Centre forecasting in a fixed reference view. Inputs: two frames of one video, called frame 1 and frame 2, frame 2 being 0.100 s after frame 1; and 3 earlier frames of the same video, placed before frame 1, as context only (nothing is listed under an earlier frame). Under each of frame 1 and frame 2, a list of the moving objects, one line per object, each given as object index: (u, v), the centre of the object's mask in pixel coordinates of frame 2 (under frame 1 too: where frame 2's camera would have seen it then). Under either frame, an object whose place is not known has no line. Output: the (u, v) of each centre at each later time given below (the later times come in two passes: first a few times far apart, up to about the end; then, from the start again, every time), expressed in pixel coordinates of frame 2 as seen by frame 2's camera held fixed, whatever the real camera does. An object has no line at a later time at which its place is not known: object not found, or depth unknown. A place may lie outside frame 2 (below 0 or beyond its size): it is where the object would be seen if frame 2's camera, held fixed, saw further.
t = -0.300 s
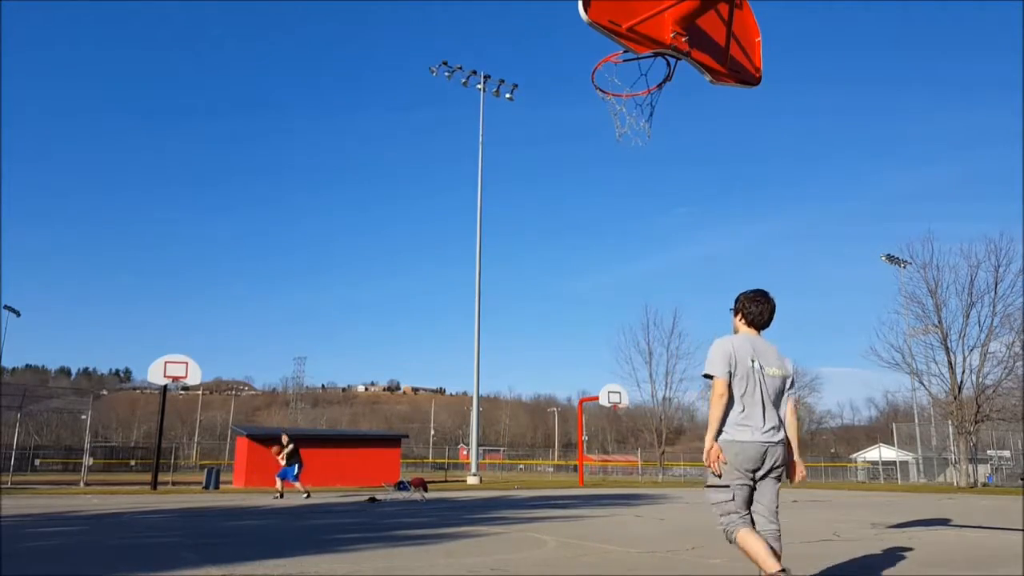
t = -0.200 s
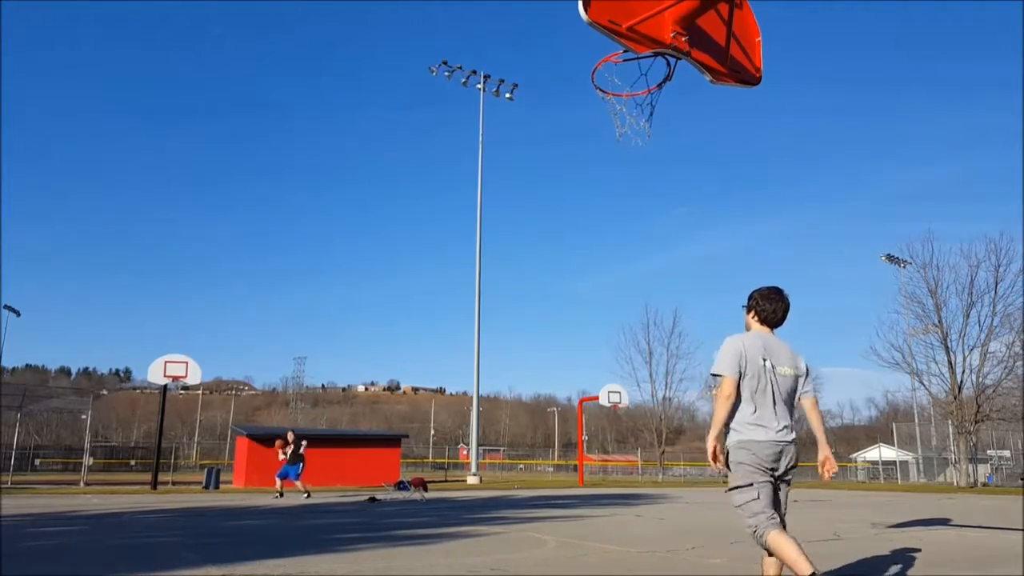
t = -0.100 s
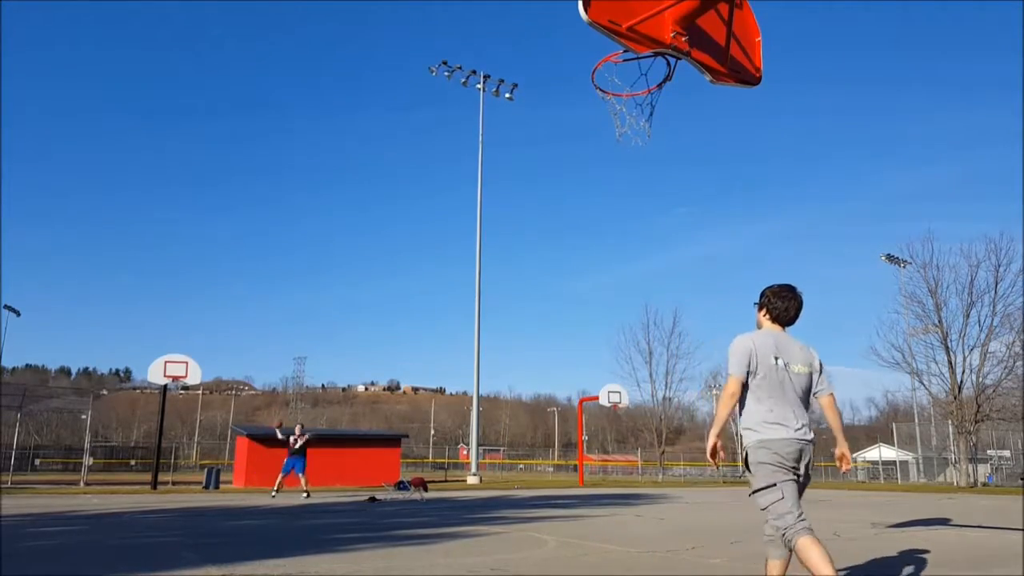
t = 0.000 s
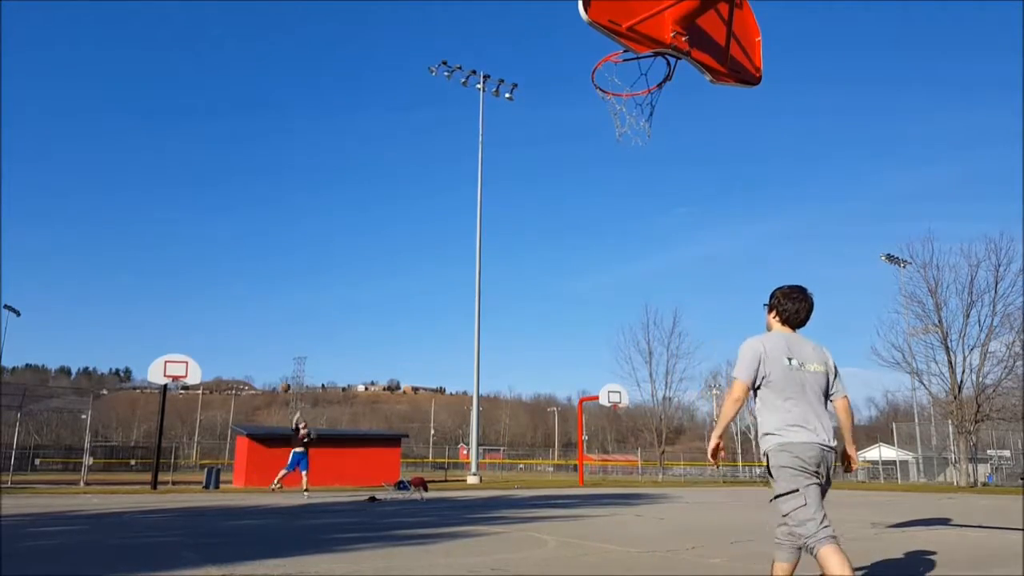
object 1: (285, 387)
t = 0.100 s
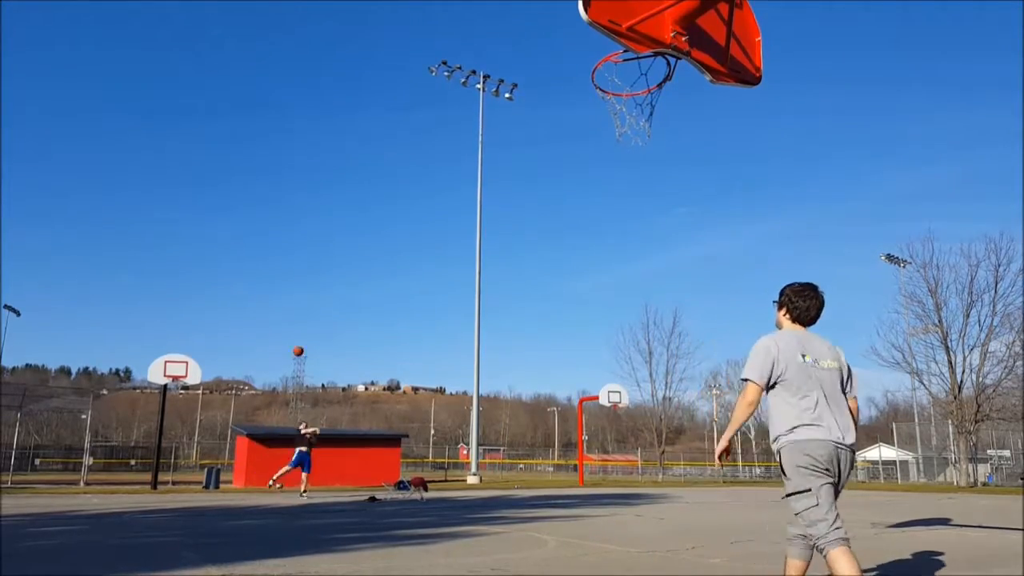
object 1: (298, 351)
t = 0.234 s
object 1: (315, 305)
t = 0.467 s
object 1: (345, 230)
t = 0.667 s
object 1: (372, 174)
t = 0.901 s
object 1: (408, 117)
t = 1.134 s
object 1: (454, 74)
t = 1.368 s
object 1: (525, 54)
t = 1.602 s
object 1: (652, 80)
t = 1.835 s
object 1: (617, 141)
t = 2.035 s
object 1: (581, 266)
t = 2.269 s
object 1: (540, 506)
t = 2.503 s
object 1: (513, 430)
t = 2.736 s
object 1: (493, 325)
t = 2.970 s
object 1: (474, 303)
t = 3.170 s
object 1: (459, 340)
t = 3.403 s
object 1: (440, 446)
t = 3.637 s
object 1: (422, 503)
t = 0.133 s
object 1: (302, 339)
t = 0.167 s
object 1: (307, 327)
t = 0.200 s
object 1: (311, 316)
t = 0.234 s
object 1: (315, 305)
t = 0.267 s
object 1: (319, 293)
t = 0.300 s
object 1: (324, 283)
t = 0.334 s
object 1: (328, 272)
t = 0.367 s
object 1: (332, 261)
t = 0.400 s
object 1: (337, 251)
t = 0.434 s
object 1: (341, 241)
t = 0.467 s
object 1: (345, 230)
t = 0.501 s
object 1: (350, 221)
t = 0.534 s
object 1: (354, 211)
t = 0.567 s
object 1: (358, 201)
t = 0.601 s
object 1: (364, 192)
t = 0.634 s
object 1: (368, 183)
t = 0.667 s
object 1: (372, 174)
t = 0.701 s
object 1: (377, 165)
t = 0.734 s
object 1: (382, 156)
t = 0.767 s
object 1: (387, 148)
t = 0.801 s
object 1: (392, 140)
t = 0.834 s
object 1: (397, 132)
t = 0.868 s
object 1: (403, 124)
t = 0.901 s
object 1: (408, 117)
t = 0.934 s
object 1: (415, 110)
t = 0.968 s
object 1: (420, 103)
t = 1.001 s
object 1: (426, 96)
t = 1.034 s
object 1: (433, 90)
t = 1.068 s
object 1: (439, 84)
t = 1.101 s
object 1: (446, 79)
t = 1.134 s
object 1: (454, 74)
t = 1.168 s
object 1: (463, 69)
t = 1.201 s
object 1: (471, 65)
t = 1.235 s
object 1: (480, 62)
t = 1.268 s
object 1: (490, 59)
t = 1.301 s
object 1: (501, 57)
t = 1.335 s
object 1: (513, 55)
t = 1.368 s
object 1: (525, 54)
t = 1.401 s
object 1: (539, 54)
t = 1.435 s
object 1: (553, 55)
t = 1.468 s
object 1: (570, 58)
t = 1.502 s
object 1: (588, 62)
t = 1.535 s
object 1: (608, 68)
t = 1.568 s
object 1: (632, 75)
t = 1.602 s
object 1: (652, 80)
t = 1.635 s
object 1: (654, 77)
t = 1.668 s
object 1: (648, 84)
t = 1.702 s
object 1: (641, 93)
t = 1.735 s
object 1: (635, 102)
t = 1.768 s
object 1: (629, 114)
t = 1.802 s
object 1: (623, 126)
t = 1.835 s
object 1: (617, 141)
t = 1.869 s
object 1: (611, 158)
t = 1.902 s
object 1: (605, 176)
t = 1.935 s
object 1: (598, 196)
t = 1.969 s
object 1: (593, 218)
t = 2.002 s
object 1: (587, 241)
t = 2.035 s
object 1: (581, 266)
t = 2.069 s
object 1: (575, 294)
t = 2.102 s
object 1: (569, 323)
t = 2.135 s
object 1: (564, 354)
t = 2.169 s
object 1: (557, 389)
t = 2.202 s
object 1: (552, 424)
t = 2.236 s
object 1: (546, 463)
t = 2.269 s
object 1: (540, 506)
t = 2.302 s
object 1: (534, 551)
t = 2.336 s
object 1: (530, 564)
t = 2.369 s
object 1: (526, 538)
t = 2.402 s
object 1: (523, 508)
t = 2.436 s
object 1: (520, 480)
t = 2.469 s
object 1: (517, 453)
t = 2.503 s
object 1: (513, 430)
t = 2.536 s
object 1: (510, 410)
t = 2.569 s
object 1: (507, 391)
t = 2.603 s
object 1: (504, 374)
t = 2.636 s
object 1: (501, 359)
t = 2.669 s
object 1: (499, 346)
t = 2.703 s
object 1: (496, 335)
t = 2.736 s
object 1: (493, 325)
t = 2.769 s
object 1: (490, 318)
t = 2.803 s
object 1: (487, 311)
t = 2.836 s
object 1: (485, 307)
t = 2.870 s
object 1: (482, 303)
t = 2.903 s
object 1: (479, 302)
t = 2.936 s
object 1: (477, 302)
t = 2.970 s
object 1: (474, 303)
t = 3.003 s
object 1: (472, 305)
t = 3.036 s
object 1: (469, 310)
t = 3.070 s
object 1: (467, 315)
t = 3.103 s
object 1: (464, 322)
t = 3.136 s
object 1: (461, 330)
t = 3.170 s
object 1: (459, 340)
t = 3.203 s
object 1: (456, 351)
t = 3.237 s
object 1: (453, 363)
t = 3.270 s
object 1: (451, 377)
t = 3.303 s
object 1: (449, 392)
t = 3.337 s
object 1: (446, 409)
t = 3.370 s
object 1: (443, 427)
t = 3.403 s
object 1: (440, 446)
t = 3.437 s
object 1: (438, 468)
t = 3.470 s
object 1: (435, 490)
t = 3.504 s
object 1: (432, 516)
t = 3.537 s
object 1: (429, 542)
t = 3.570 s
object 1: (427, 542)
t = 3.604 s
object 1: (424, 522)
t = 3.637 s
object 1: (422, 503)
